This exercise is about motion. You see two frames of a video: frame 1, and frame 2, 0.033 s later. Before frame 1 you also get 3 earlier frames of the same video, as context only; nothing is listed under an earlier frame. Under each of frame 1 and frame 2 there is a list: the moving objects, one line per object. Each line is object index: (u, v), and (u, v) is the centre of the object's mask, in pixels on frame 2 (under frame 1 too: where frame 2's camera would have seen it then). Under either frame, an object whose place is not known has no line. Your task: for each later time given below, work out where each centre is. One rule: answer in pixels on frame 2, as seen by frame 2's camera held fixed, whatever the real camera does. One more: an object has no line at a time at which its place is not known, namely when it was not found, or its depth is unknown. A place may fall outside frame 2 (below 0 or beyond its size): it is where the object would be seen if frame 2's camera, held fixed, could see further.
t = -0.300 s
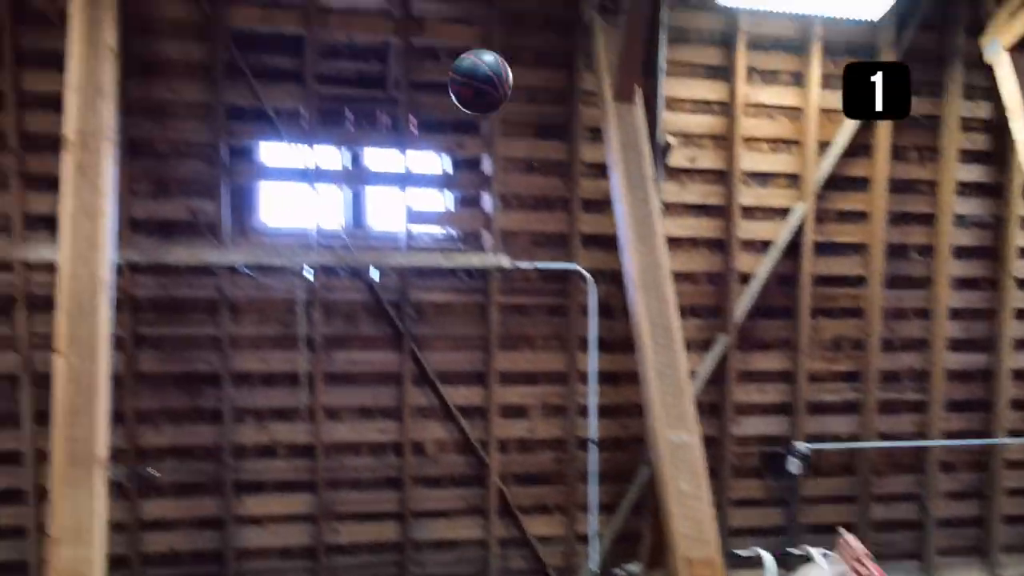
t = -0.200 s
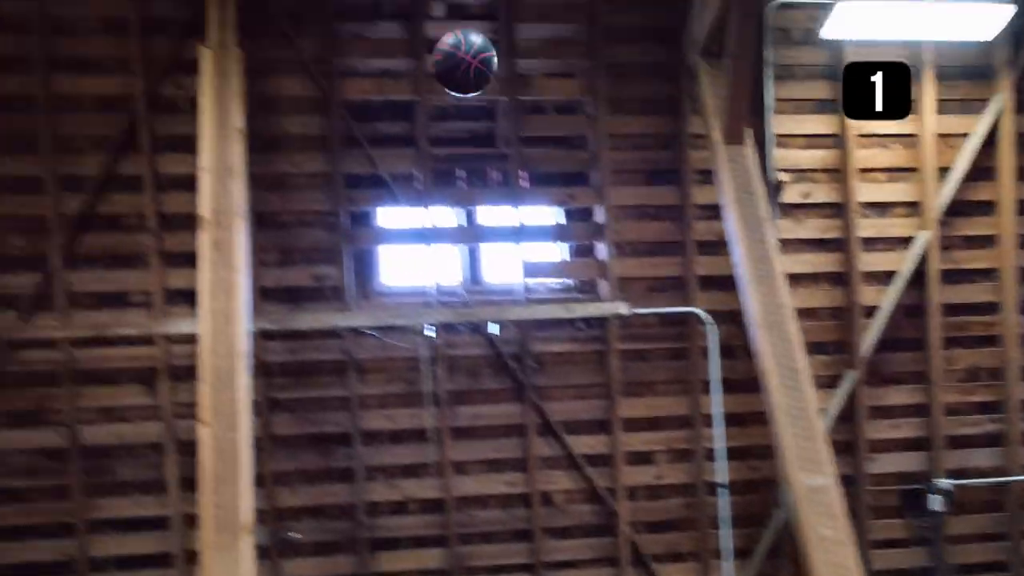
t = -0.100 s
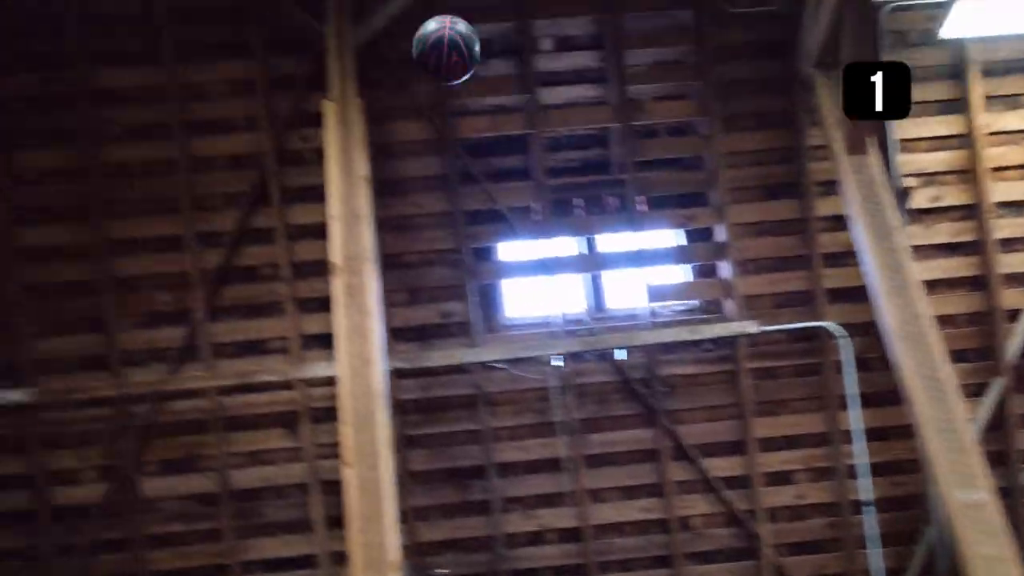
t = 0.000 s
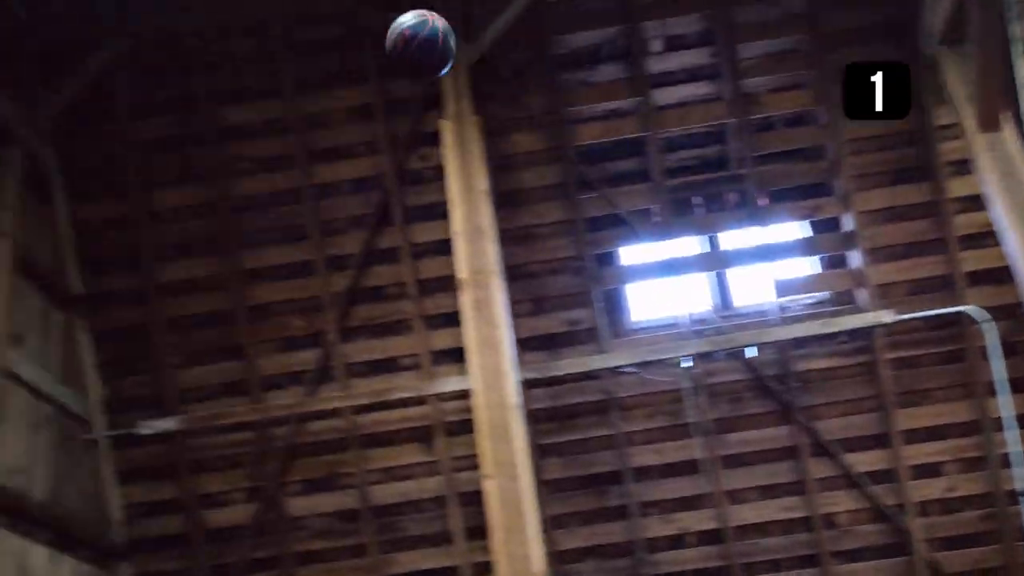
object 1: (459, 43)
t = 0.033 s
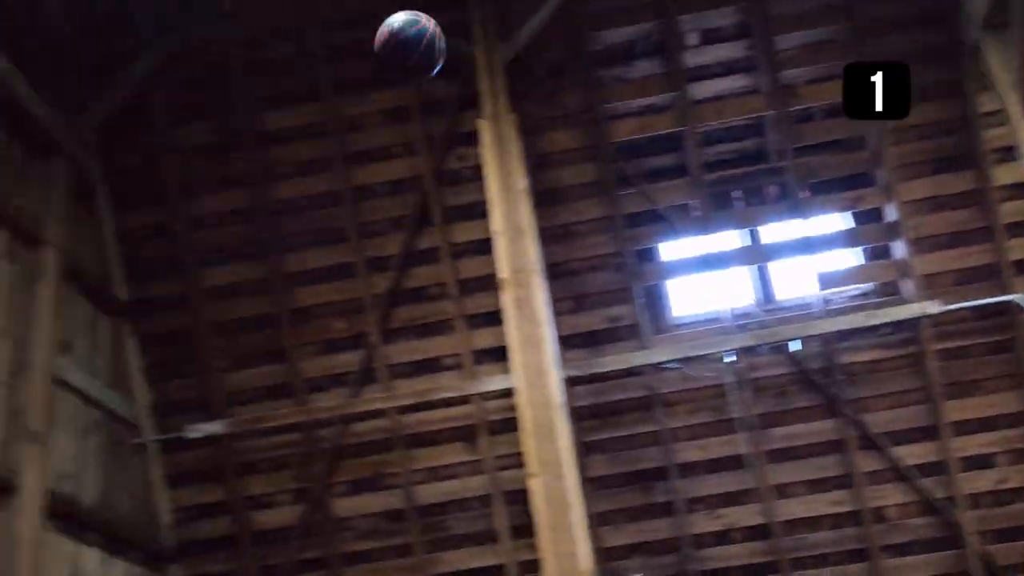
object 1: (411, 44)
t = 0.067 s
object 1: (361, 50)
